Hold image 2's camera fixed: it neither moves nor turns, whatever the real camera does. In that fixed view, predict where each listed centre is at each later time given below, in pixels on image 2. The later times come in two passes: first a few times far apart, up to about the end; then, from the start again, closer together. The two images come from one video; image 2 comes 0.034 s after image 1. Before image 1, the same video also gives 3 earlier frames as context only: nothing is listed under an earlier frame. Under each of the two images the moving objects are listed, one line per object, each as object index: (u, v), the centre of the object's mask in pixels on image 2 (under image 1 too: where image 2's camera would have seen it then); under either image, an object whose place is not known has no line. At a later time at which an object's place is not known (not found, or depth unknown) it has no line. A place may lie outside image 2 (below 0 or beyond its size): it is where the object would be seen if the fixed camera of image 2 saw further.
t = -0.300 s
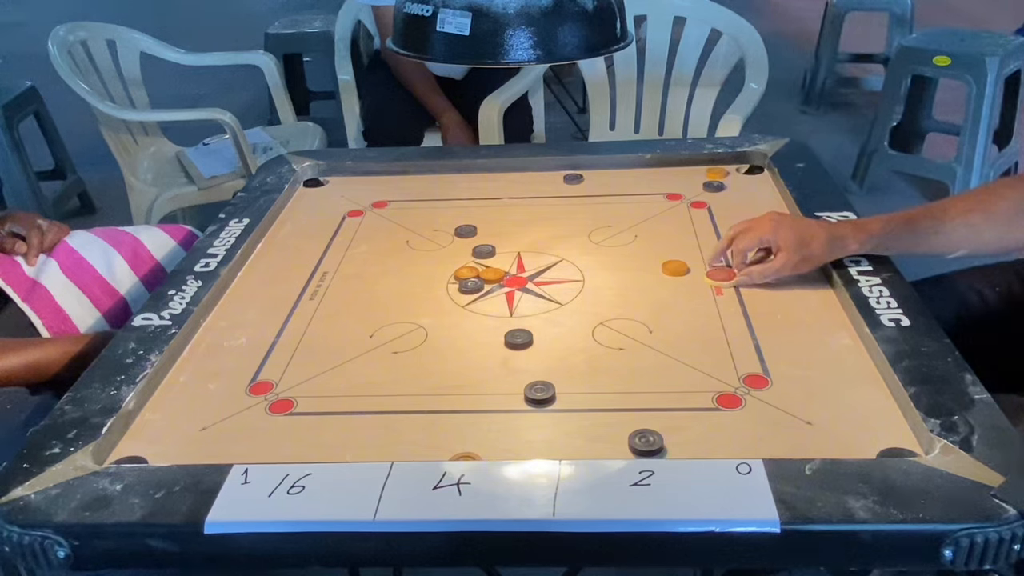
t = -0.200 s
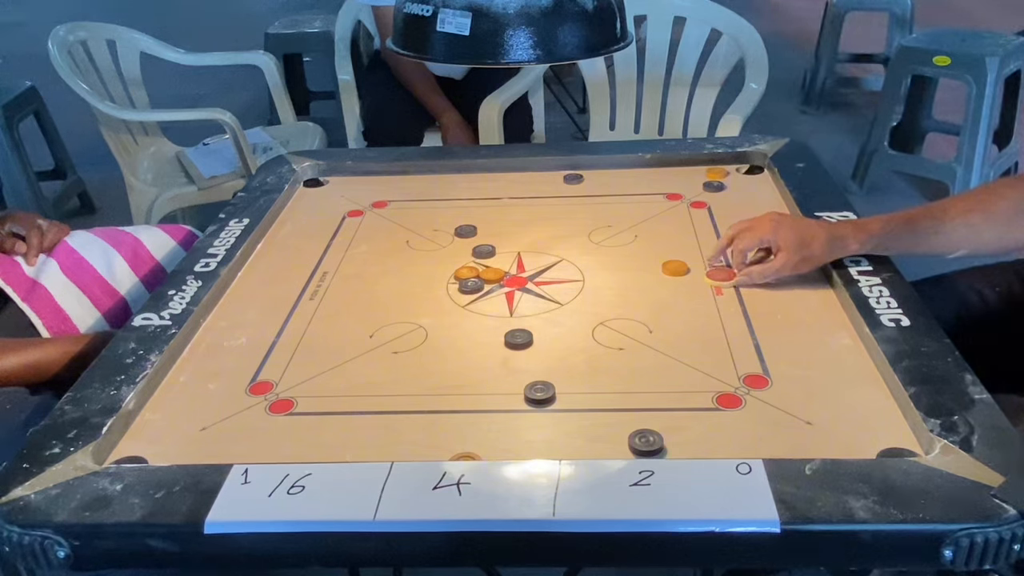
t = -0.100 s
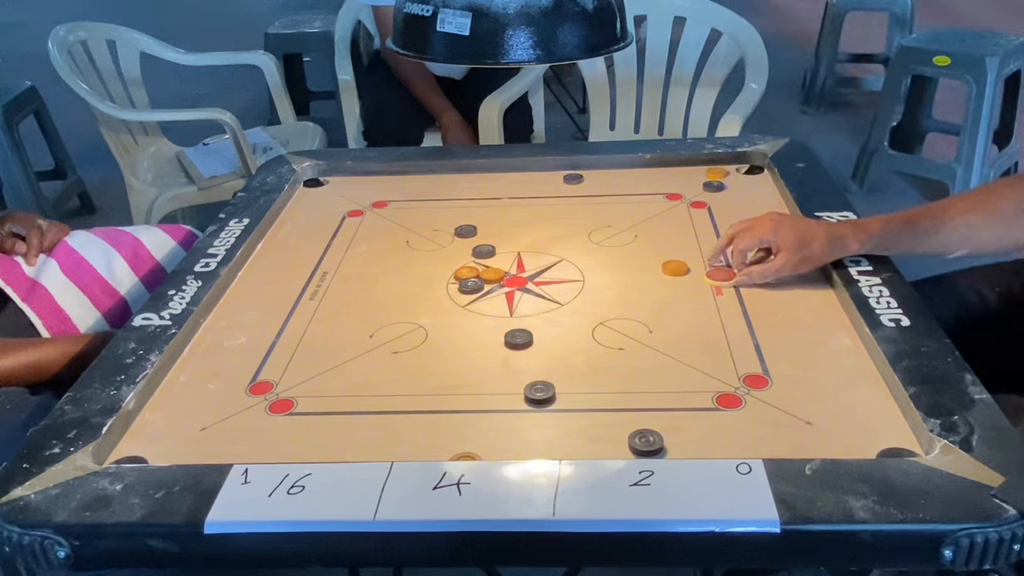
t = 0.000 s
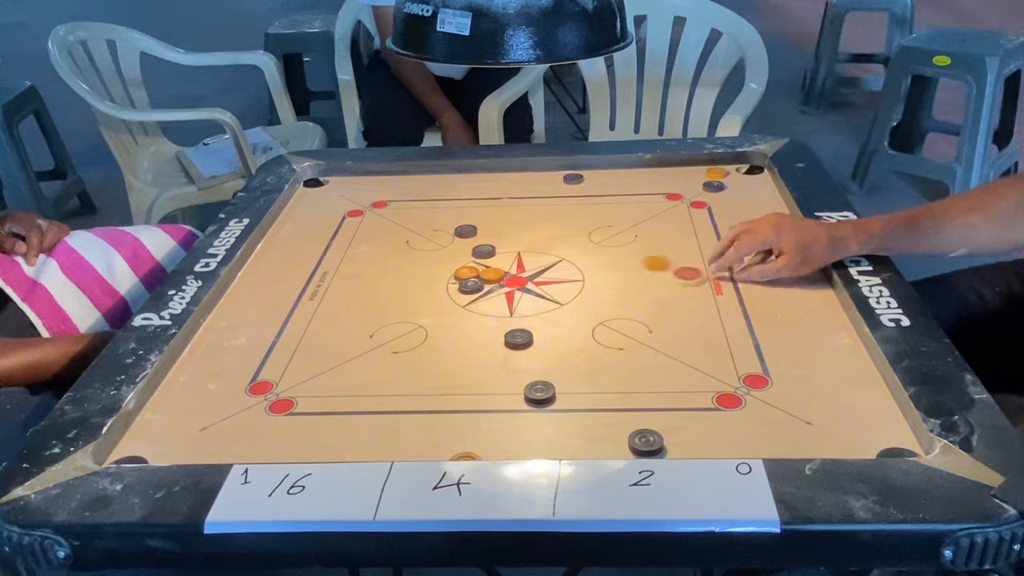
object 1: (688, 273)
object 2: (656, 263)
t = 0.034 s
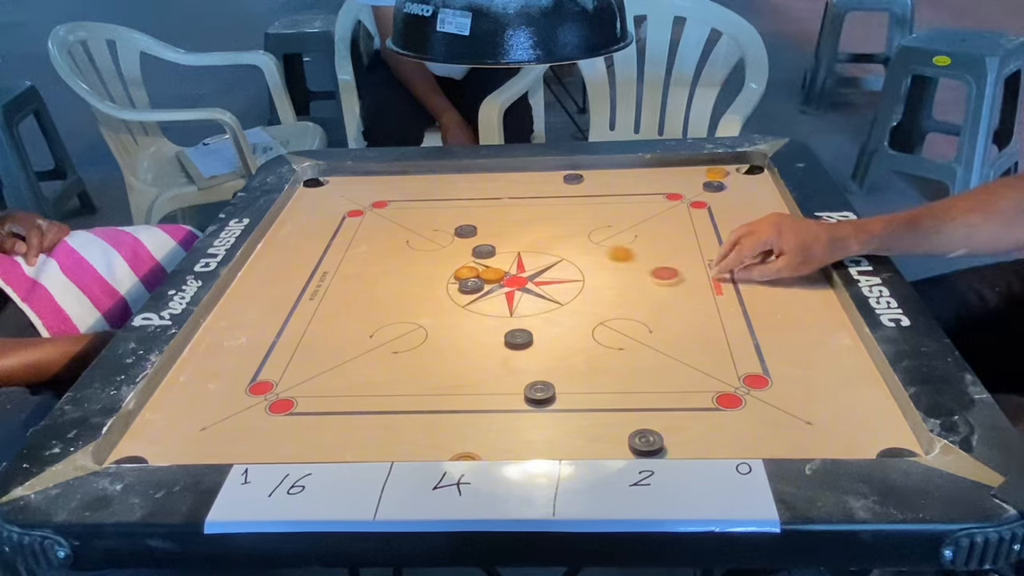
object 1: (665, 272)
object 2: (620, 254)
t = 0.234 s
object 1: (551, 274)
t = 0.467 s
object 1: (511, 272)
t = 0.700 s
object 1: (510, 272)
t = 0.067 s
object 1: (643, 273)
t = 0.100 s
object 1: (622, 271)
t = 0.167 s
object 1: (585, 273)
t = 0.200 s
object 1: (568, 273)
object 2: (482, 218)
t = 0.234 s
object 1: (551, 274)
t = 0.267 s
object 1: (535, 273)
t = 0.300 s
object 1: (521, 273)
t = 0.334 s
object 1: (516, 273)
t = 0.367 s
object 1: (513, 273)
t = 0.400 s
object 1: (511, 273)
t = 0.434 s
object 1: (511, 273)
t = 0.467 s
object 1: (511, 272)
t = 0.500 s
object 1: (511, 273)
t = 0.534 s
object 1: (511, 273)
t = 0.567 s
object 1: (511, 273)
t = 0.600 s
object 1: (511, 273)
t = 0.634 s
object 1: (511, 273)
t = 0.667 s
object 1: (511, 273)
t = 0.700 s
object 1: (510, 272)
